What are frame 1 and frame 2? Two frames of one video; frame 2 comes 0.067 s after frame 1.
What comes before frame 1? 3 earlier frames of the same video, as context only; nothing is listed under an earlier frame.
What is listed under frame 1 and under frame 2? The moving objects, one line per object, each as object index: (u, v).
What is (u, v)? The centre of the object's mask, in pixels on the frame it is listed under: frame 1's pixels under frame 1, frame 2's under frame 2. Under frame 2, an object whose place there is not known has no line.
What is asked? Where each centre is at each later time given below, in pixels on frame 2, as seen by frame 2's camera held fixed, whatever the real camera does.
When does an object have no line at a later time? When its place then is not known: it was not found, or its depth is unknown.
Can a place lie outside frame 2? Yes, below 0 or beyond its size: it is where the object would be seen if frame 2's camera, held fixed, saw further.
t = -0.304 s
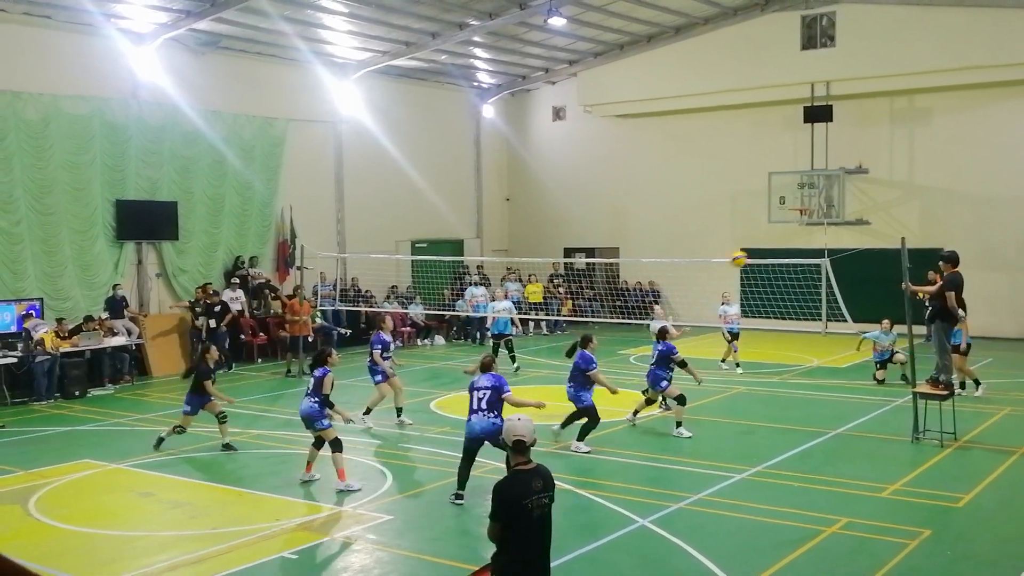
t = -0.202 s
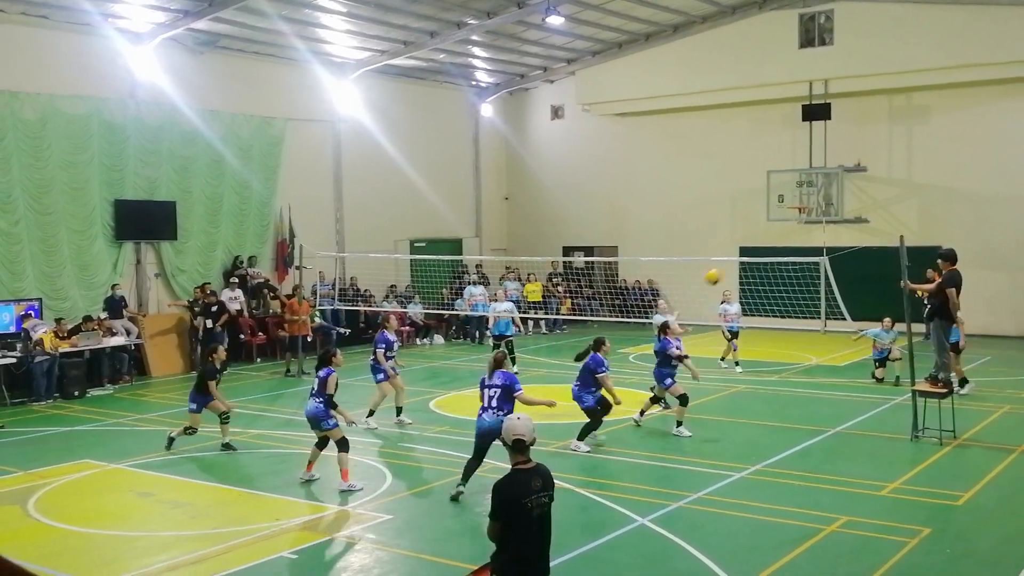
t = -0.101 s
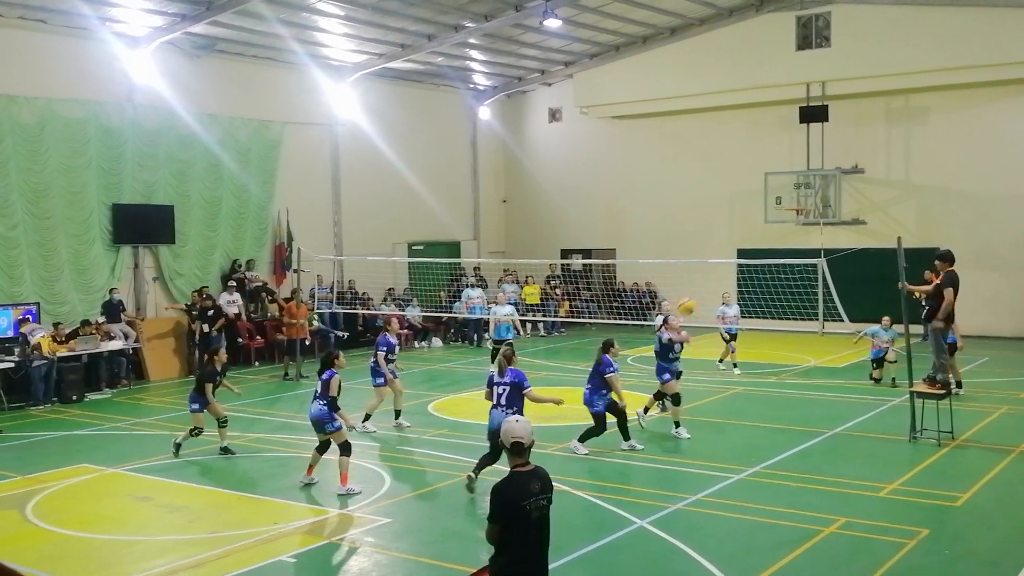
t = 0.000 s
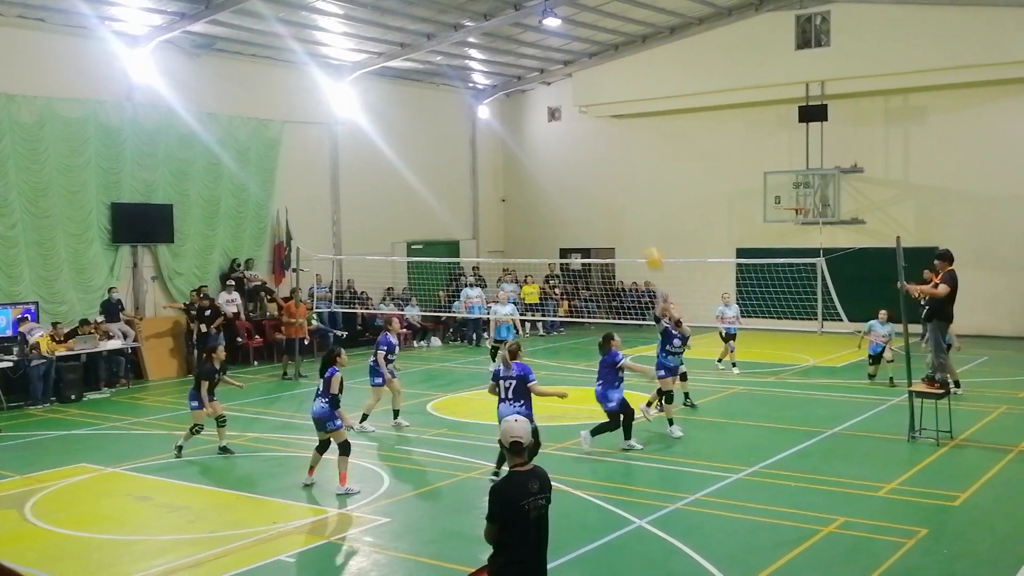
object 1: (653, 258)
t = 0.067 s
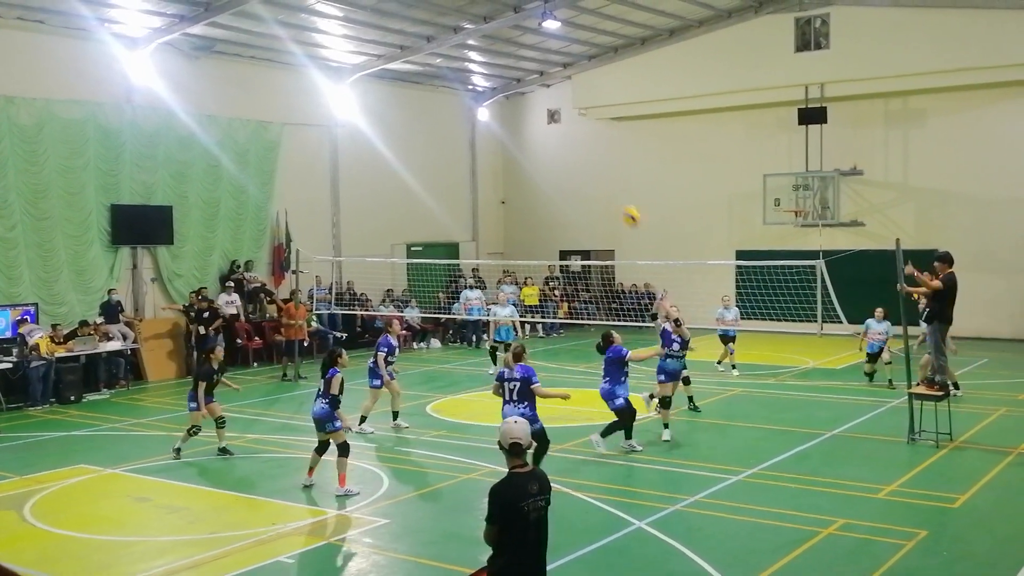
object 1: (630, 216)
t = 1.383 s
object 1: (189, 108)
